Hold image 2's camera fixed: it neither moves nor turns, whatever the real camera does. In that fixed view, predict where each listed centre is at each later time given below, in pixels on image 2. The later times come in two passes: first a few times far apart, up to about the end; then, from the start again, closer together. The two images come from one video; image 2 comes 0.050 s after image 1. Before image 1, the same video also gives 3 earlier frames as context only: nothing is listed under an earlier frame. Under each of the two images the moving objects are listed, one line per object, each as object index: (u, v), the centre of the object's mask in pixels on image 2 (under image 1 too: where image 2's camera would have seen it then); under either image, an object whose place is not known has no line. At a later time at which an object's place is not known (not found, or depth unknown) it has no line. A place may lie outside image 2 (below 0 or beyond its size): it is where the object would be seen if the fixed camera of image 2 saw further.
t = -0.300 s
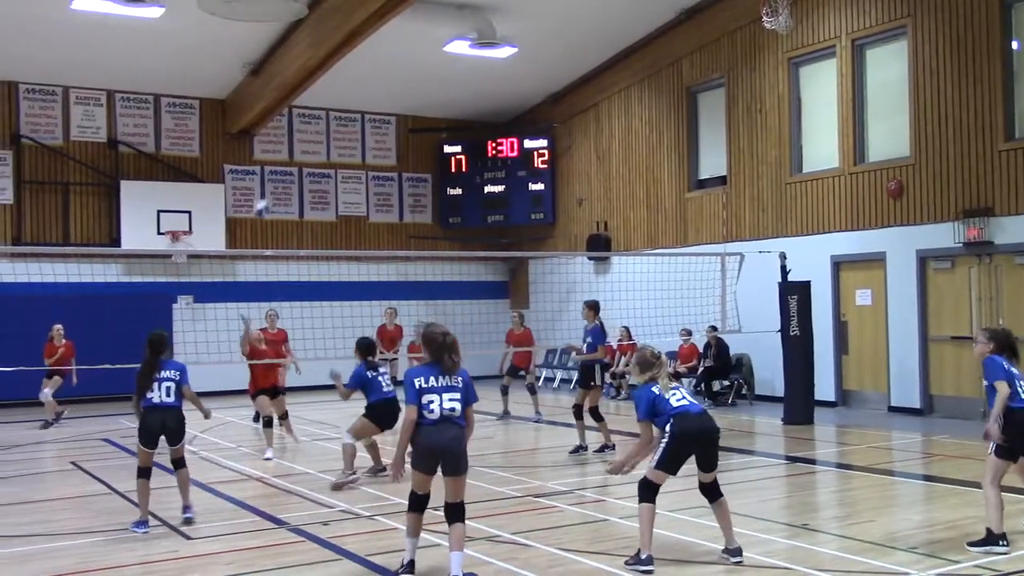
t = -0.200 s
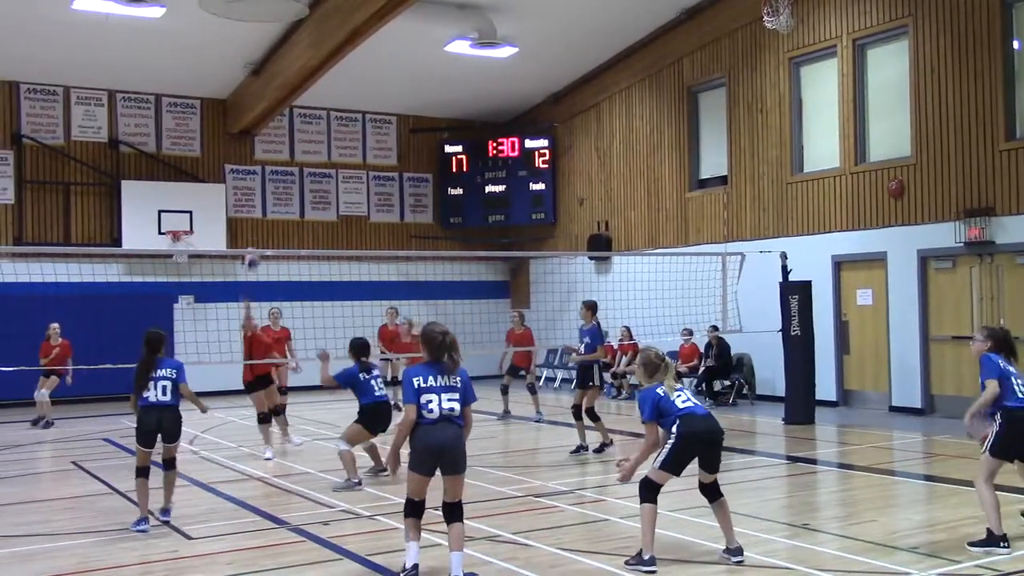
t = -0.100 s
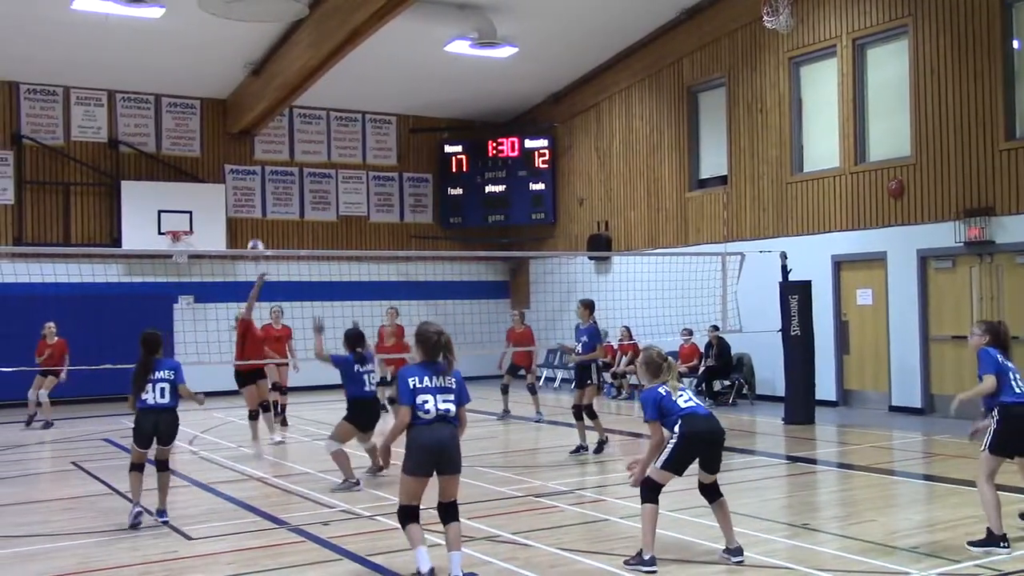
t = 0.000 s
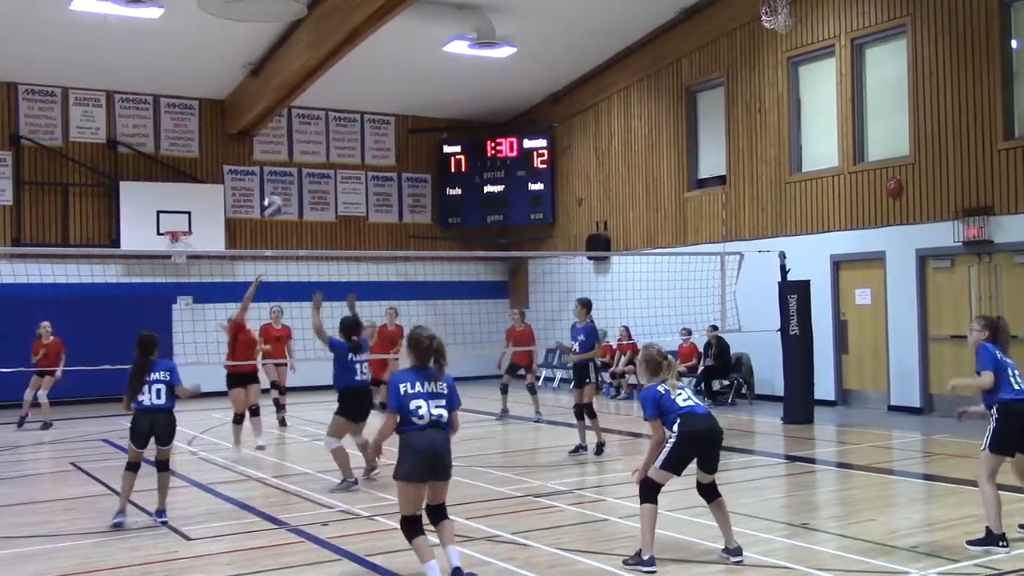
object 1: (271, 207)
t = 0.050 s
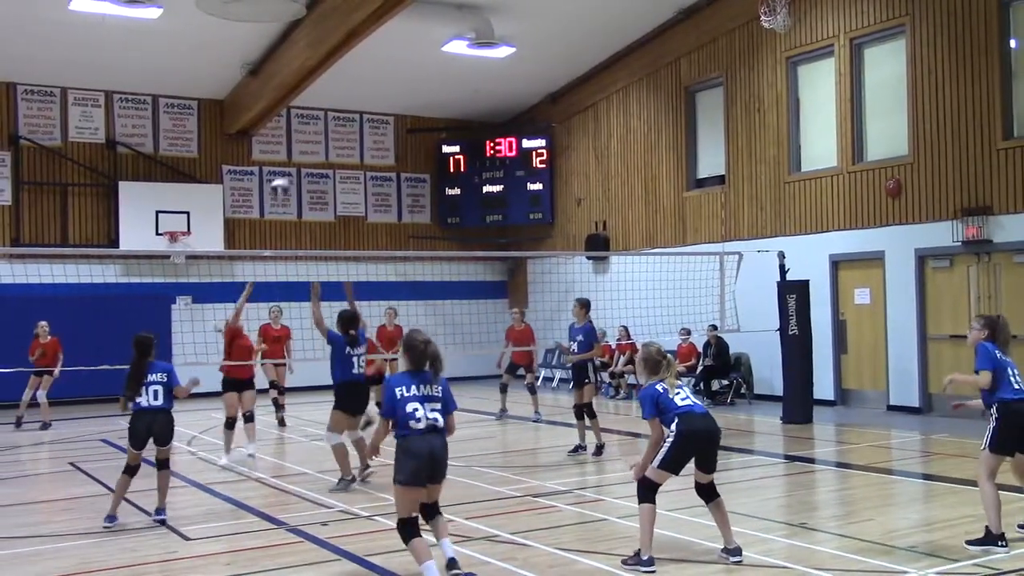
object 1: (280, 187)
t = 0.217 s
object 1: (312, 140)
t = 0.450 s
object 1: (359, 116)
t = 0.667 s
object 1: (408, 145)
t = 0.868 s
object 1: (459, 225)
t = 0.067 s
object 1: (283, 182)
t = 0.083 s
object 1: (286, 176)
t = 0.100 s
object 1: (289, 171)
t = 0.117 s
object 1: (292, 167)
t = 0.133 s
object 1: (296, 161)
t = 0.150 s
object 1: (298, 157)
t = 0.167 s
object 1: (301, 152)
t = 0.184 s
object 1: (304, 147)
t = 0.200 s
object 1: (307, 144)
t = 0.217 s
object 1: (312, 140)
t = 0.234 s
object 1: (315, 137)
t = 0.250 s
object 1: (318, 133)
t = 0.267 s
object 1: (321, 131)
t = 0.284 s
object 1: (324, 127)
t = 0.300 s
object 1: (328, 125)
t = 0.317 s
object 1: (331, 123)
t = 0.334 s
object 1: (334, 121)
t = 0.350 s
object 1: (337, 119)
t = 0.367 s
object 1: (341, 119)
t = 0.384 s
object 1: (344, 117)
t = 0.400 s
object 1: (348, 117)
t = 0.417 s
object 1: (353, 116)
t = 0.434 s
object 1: (356, 115)
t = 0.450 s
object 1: (359, 116)
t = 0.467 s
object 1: (362, 116)
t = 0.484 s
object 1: (366, 116)
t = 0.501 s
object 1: (370, 117)
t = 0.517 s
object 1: (375, 119)
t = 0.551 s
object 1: (380, 123)
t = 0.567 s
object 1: (385, 124)
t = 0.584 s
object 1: (389, 127)
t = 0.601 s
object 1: (392, 129)
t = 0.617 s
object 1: (397, 134)
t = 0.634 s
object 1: (401, 138)
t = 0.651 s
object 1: (405, 141)
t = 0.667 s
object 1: (408, 145)
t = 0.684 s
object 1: (412, 150)
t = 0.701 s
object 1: (416, 155)
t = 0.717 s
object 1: (420, 161)
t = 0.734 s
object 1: (424, 166)
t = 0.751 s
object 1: (428, 172)
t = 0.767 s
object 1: (432, 179)
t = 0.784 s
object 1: (437, 186)
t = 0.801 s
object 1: (441, 194)
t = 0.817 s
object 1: (444, 201)
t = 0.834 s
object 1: (449, 209)
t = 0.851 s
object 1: (453, 215)
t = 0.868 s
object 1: (459, 225)
